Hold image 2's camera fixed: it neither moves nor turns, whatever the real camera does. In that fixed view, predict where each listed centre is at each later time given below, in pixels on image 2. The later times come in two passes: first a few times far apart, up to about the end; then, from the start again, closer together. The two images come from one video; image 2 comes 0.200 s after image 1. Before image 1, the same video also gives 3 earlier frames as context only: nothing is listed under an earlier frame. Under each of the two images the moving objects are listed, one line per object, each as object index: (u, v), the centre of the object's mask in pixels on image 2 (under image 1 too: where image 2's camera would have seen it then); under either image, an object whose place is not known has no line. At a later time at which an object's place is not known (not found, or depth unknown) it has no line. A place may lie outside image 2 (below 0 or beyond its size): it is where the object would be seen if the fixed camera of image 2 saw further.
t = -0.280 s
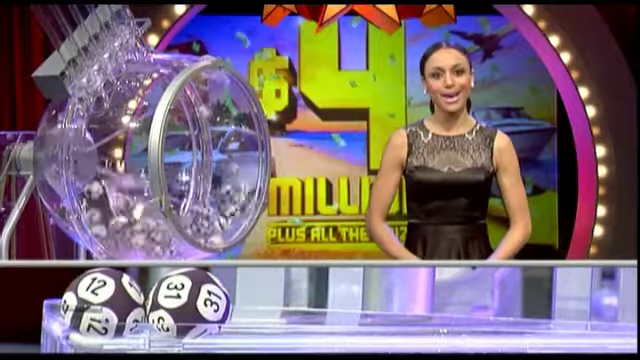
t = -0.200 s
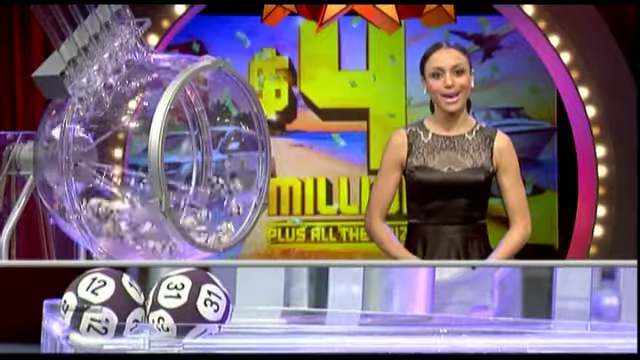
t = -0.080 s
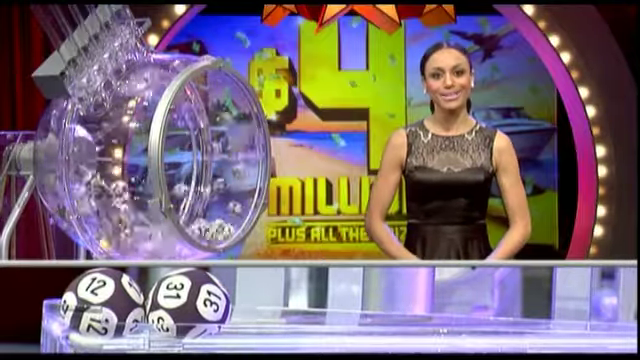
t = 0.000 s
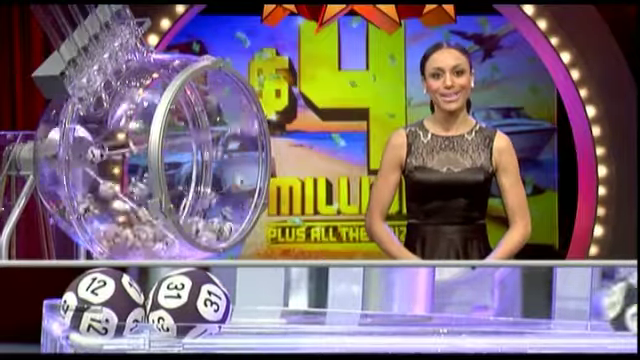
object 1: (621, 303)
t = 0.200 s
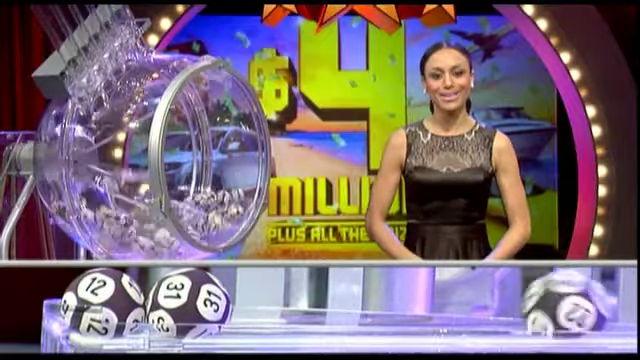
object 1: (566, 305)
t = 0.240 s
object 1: (548, 304)
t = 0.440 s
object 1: (449, 303)
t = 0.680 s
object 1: (319, 302)
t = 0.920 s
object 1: (280, 303)
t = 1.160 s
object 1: (276, 304)
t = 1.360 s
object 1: (274, 304)
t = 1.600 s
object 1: (274, 304)
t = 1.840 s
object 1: (273, 304)
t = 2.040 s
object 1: (273, 304)
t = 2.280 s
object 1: (273, 304)
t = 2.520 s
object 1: (273, 304)
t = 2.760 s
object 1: (273, 304)
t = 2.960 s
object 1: (274, 304)
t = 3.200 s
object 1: (273, 304)
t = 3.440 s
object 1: (273, 304)
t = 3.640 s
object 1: (273, 304)
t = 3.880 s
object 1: (273, 304)
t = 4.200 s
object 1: (274, 304)
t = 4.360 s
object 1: (273, 304)
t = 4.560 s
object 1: (273, 304)
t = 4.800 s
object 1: (274, 304)
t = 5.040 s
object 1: (274, 304)
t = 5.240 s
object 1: (274, 304)
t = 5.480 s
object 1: (273, 304)
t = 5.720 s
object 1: (273, 304)
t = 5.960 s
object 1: (274, 304)
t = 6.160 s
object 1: (273, 304)
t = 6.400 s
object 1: (273, 304)
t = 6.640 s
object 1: (273, 304)
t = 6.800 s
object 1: (273, 304)
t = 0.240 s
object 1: (548, 304)
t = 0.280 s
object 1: (528, 303)
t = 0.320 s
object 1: (511, 303)
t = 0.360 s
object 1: (490, 303)
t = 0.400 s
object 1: (471, 303)
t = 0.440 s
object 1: (449, 303)
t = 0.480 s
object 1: (429, 303)
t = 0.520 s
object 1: (408, 304)
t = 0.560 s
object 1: (385, 305)
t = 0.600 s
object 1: (362, 302)
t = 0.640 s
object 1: (339, 304)
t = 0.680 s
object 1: (319, 302)
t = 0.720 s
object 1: (294, 301)
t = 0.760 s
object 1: (272, 303)
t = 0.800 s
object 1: (275, 303)
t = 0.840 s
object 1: (278, 304)
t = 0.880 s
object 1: (280, 303)
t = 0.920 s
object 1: (280, 303)
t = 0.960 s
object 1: (280, 303)
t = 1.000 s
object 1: (280, 303)
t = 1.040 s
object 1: (278, 304)
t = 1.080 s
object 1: (276, 304)
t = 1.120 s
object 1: (275, 304)
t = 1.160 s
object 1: (276, 304)
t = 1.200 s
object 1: (276, 304)
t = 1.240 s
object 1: (274, 304)
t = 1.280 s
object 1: (274, 304)
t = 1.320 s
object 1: (274, 304)
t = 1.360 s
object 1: (274, 304)
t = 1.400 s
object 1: (274, 304)
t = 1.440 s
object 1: (273, 304)
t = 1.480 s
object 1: (273, 304)
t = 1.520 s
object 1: (274, 304)
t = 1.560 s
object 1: (274, 304)
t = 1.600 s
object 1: (274, 304)
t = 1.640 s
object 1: (274, 304)
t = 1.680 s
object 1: (274, 304)
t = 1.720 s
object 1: (273, 304)
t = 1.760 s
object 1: (273, 304)
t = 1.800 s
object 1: (273, 304)
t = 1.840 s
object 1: (273, 304)
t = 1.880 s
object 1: (273, 304)
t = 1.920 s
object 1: (274, 304)
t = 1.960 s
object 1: (274, 304)
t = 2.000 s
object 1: (273, 304)
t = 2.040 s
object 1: (273, 304)
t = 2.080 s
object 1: (273, 304)
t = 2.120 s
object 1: (273, 304)
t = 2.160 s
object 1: (273, 304)
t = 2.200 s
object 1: (273, 304)
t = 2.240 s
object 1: (273, 304)
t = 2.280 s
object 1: (273, 304)
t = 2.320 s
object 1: (274, 304)
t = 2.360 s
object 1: (273, 304)
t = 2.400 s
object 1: (273, 304)
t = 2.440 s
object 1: (273, 304)
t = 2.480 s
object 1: (273, 304)
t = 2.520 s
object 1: (273, 304)
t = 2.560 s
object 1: (273, 304)
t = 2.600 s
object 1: (273, 304)
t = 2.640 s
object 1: (273, 304)
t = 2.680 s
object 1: (273, 304)
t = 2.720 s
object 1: (273, 304)
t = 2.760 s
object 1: (273, 304)
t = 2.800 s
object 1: (274, 304)
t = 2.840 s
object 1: (274, 304)
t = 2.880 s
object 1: (273, 304)
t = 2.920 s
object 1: (273, 304)
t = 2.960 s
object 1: (274, 304)
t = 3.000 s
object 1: (274, 304)
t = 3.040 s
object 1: (274, 304)
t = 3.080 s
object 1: (274, 304)
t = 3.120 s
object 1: (274, 304)
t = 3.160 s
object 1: (273, 304)
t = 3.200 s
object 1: (273, 304)
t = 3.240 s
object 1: (273, 304)
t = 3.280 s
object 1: (274, 304)
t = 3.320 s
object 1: (274, 304)
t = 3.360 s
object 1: (274, 304)
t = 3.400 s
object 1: (273, 304)
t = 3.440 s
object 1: (273, 304)
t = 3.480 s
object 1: (273, 304)
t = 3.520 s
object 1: (274, 304)
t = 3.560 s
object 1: (274, 304)
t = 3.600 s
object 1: (274, 304)
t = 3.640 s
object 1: (273, 304)
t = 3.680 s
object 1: (273, 304)
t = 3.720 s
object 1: (274, 304)
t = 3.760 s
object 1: (274, 304)
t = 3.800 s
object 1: (274, 304)
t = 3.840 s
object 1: (274, 304)
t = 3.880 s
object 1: (273, 304)
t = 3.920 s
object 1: (273, 304)
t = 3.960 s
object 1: (273, 304)
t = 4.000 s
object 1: (274, 304)
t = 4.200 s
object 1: (274, 304)
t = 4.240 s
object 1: (274, 304)
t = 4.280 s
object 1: (274, 304)
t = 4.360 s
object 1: (273, 304)
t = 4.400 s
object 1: (273, 304)
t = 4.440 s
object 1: (274, 304)
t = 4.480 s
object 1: (274, 304)
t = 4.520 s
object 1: (273, 304)
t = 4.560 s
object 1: (273, 304)
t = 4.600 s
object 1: (273, 304)
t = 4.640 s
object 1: (273, 304)
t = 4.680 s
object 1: (274, 304)
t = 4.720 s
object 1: (274, 304)
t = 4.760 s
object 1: (274, 304)
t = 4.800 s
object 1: (274, 304)
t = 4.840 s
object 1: (273, 304)
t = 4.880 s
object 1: (273, 304)
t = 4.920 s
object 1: (273, 304)
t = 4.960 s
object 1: (273, 304)
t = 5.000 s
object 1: (274, 304)
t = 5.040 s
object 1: (274, 304)
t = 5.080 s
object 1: (273, 304)
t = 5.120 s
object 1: (273, 304)
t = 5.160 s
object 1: (273, 304)
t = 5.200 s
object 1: (273, 304)
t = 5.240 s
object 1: (274, 304)
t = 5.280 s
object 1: (273, 304)
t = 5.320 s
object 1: (273, 304)
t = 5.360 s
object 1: (273, 304)
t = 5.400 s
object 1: (274, 304)
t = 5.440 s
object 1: (273, 304)
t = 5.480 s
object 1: (273, 304)
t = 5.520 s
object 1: (274, 304)
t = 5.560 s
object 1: (274, 304)
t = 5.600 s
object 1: (273, 304)
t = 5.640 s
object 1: (273, 304)
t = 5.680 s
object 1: (273, 304)
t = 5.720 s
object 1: (273, 304)
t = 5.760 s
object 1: (274, 304)
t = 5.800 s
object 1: (273, 304)
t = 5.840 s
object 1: (273, 304)
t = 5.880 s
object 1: (273, 304)
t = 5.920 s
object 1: (273, 304)
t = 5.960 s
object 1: (274, 304)
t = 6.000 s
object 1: (273, 304)
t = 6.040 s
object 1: (273, 304)
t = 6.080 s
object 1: (274, 304)
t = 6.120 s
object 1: (274, 304)
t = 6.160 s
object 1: (273, 304)
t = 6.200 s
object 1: (273, 304)
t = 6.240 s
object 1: (273, 304)
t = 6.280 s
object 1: (274, 304)
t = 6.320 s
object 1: (274, 304)
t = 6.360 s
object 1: (274, 304)
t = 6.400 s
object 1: (273, 304)
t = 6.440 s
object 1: (273, 304)
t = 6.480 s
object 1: (273, 304)
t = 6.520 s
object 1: (273, 304)
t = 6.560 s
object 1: (273, 304)
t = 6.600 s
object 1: (273, 304)
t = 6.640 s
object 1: (273, 304)
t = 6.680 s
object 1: (273, 304)
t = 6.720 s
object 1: (273, 304)
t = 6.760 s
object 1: (273, 304)
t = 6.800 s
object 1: (273, 304)
